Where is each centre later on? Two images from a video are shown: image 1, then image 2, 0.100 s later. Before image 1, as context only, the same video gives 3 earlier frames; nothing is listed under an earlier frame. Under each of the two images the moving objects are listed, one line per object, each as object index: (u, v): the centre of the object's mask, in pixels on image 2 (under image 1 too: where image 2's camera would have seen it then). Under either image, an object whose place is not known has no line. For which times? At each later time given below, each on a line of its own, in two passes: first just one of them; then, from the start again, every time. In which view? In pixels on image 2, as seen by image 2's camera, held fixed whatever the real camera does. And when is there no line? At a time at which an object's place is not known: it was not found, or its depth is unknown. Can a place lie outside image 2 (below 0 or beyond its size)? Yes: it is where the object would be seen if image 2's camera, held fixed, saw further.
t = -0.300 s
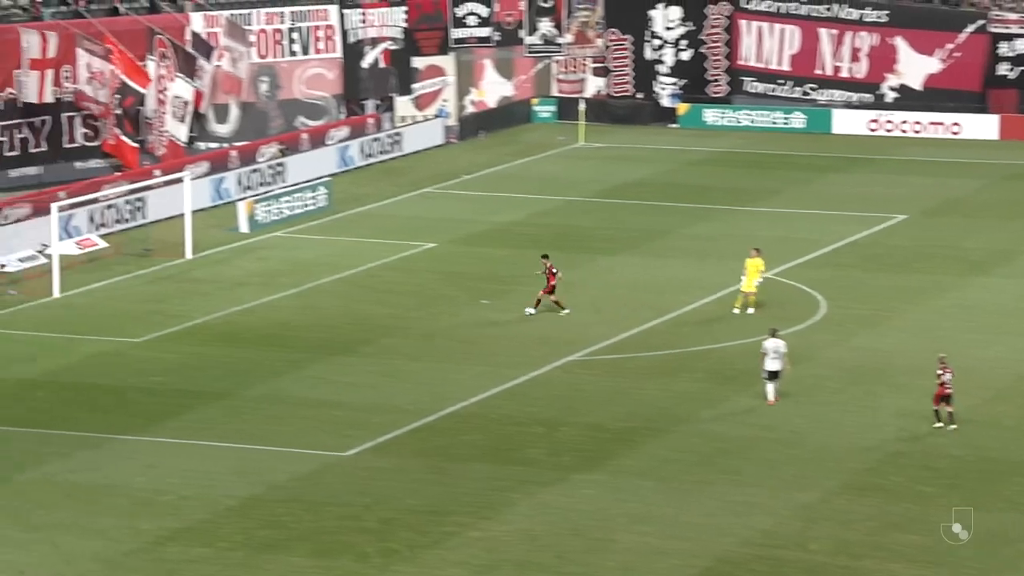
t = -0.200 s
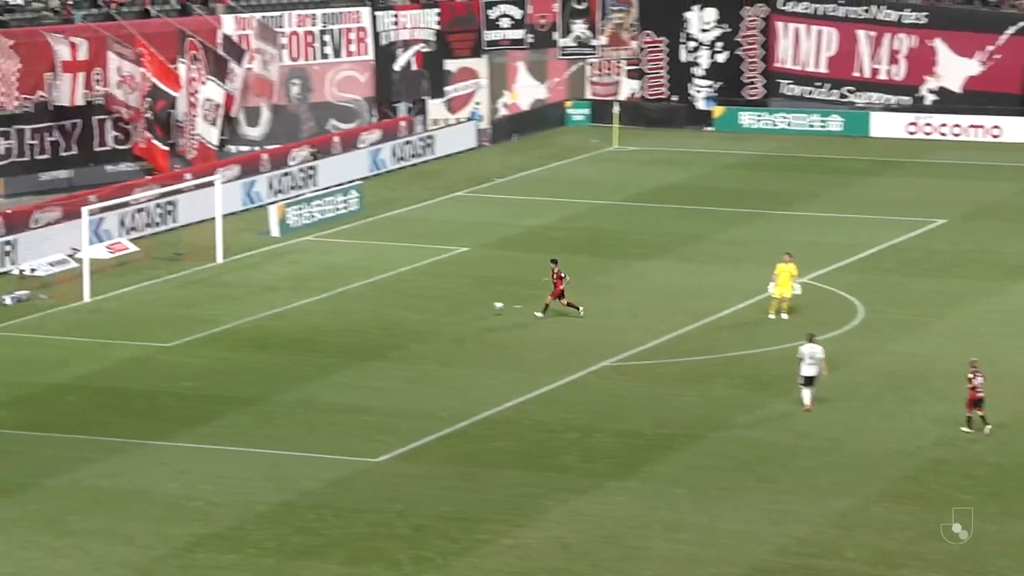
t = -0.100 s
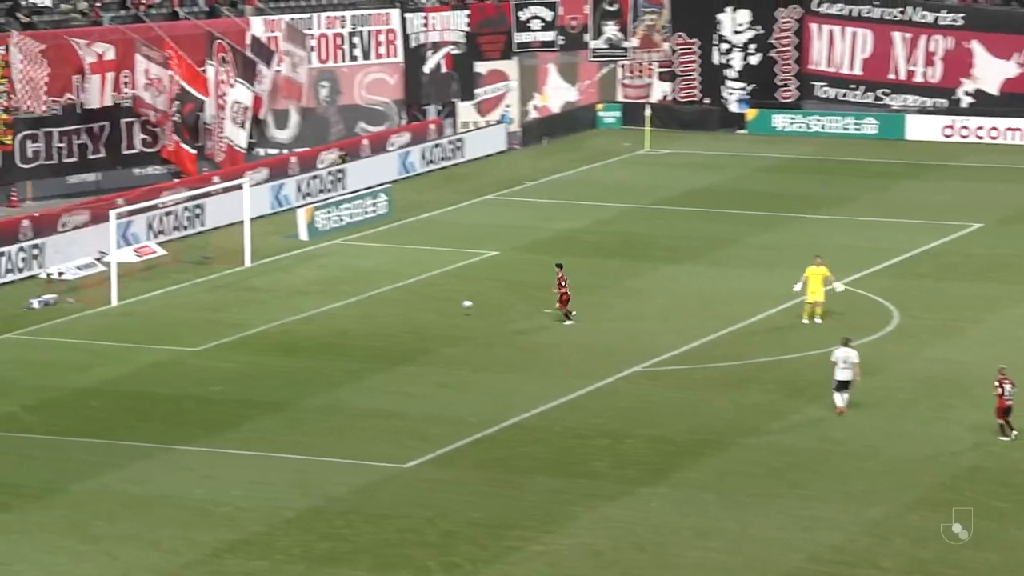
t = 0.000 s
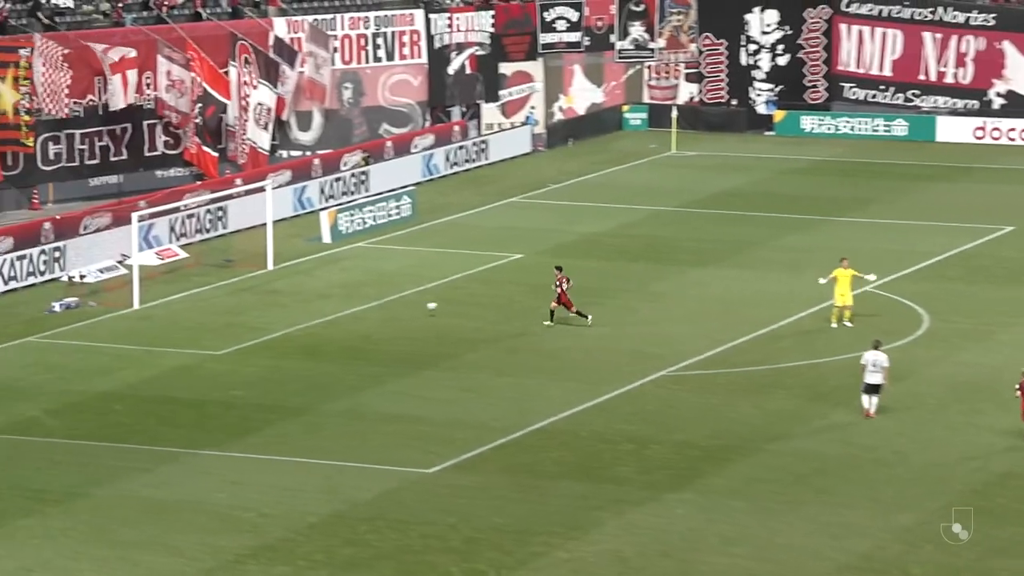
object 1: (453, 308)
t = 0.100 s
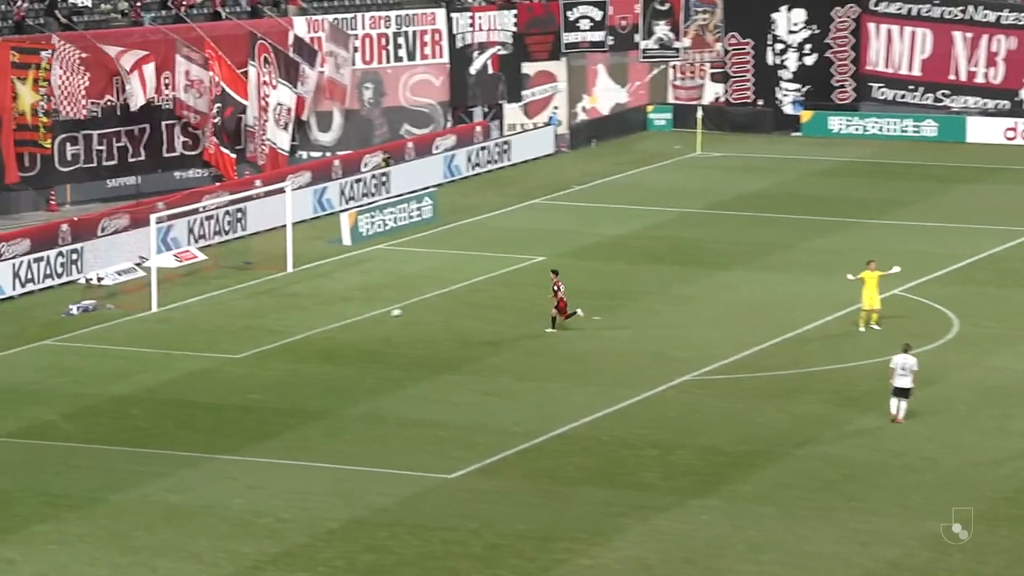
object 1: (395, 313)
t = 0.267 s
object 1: (318, 302)
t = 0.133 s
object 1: (379, 310)
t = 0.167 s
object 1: (364, 308)
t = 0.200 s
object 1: (348, 305)
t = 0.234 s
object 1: (333, 303)
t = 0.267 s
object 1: (318, 302)
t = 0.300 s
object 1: (303, 301)
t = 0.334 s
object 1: (289, 301)
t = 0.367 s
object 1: (274, 302)
